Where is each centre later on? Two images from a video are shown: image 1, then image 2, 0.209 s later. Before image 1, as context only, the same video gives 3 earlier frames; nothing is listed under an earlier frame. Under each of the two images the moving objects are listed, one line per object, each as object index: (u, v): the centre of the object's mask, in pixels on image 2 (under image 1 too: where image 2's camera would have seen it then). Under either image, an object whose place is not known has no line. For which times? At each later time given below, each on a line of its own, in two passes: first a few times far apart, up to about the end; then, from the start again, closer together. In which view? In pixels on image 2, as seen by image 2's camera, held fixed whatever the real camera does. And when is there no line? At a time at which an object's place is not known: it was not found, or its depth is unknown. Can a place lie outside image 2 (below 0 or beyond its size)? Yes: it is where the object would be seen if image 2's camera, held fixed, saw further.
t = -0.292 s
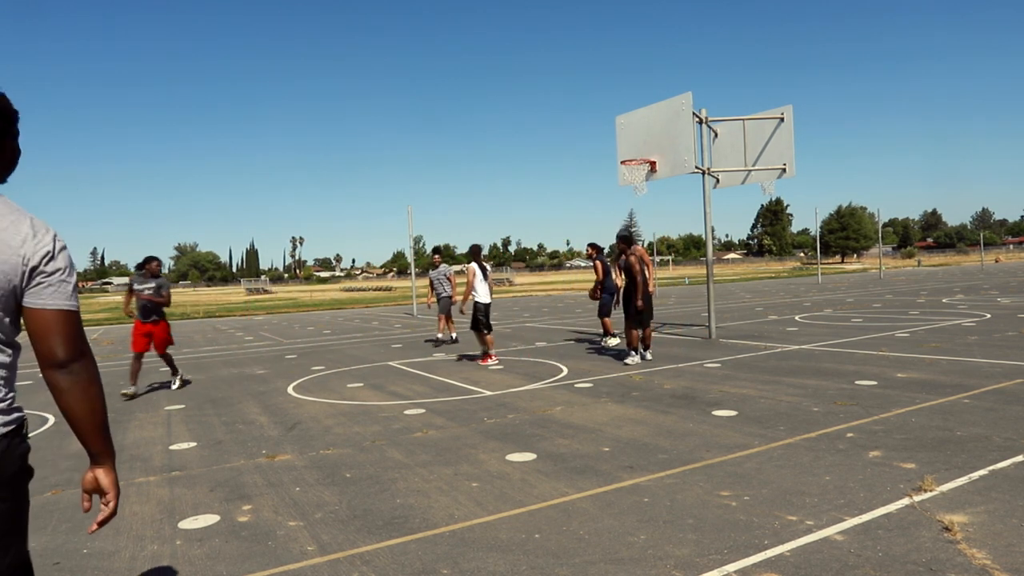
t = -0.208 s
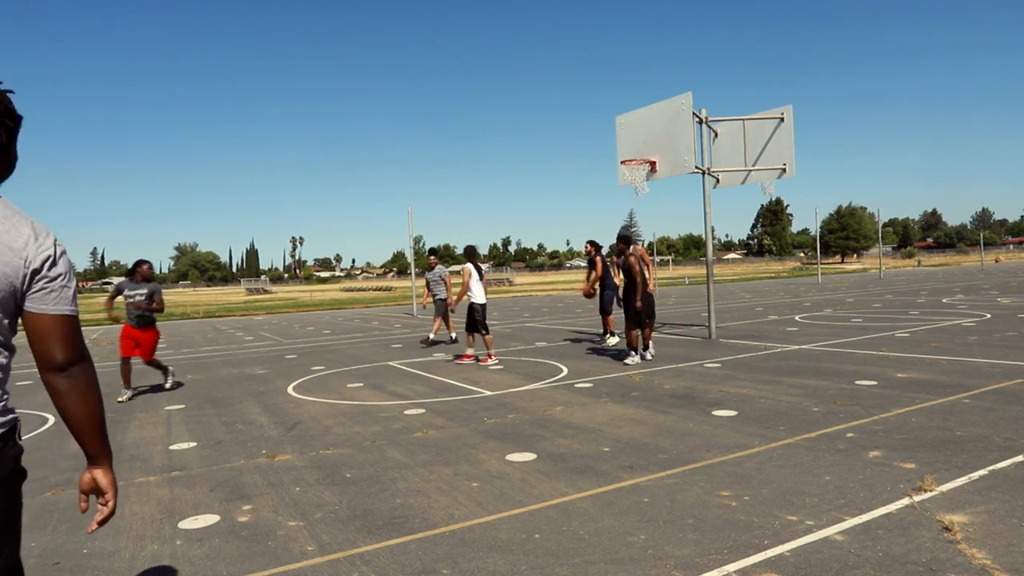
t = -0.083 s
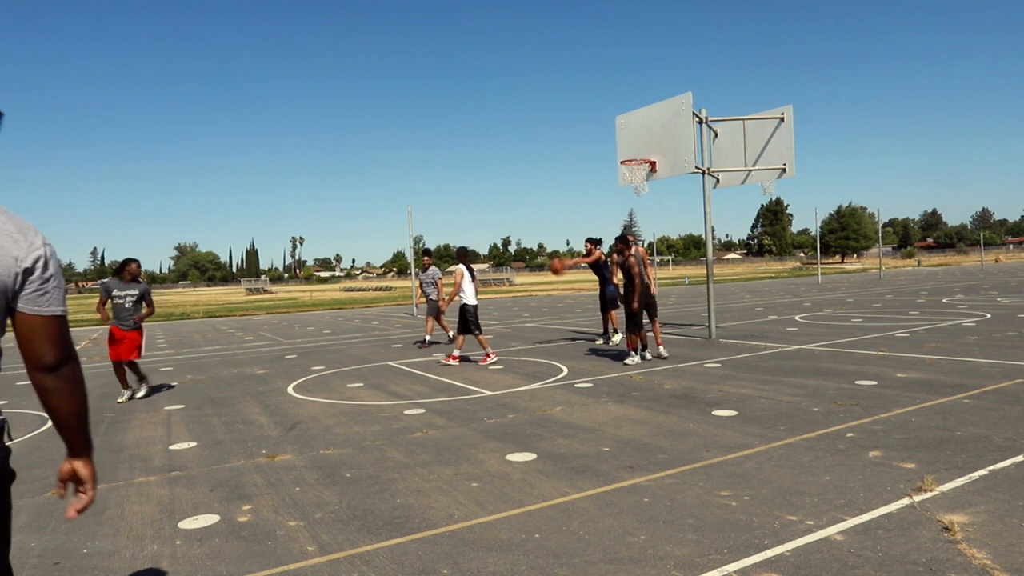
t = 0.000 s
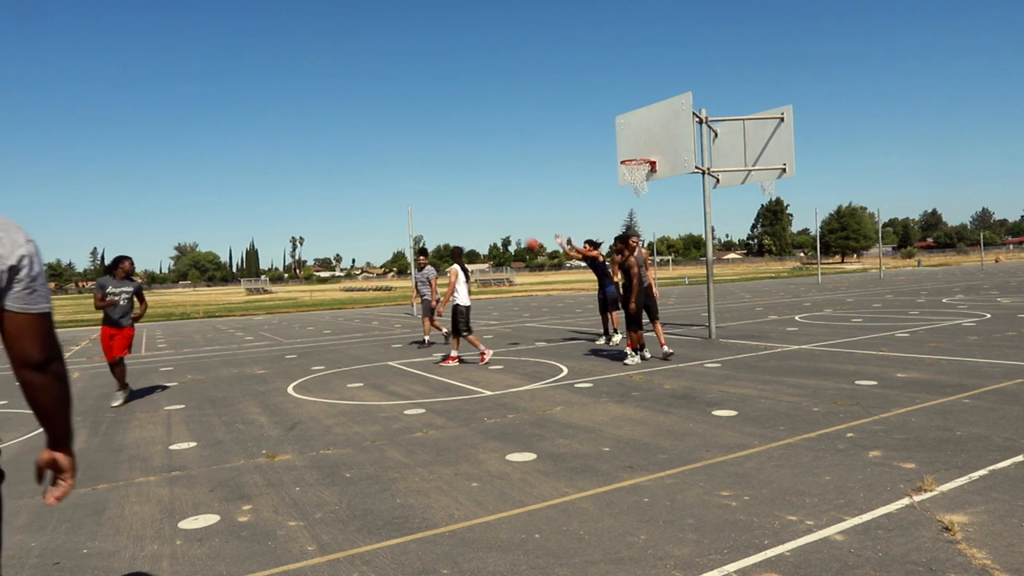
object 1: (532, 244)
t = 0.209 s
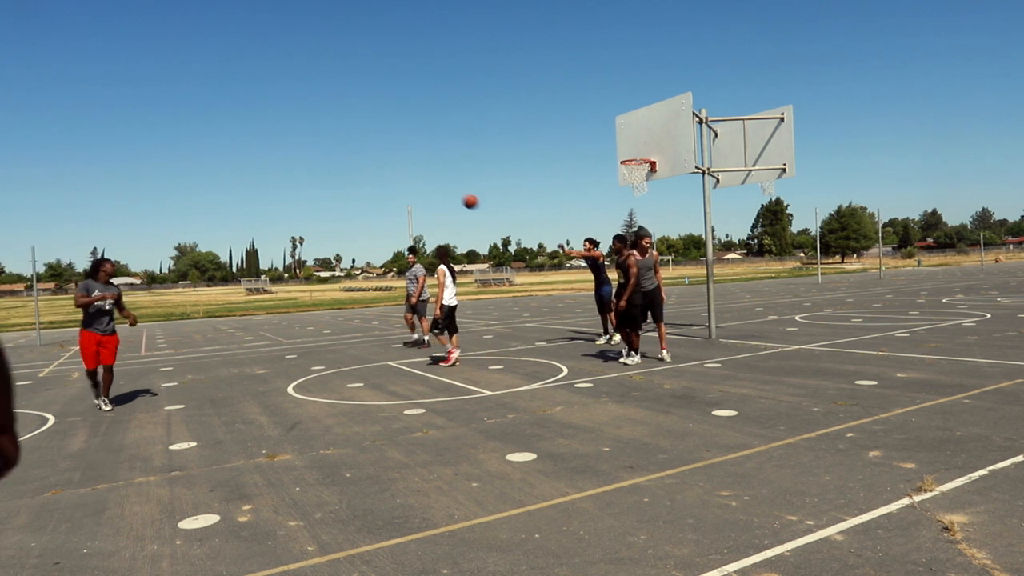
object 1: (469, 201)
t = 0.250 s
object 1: (458, 195)
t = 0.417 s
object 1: (408, 179)
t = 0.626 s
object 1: (344, 179)
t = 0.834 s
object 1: (279, 206)
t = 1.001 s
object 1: (226, 248)
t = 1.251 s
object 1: (141, 352)
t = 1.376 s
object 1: (112, 370)
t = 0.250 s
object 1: (458, 195)
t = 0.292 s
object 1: (445, 189)
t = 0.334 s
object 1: (433, 185)
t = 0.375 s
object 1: (420, 181)
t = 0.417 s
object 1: (408, 179)
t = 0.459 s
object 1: (395, 177)
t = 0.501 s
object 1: (382, 176)
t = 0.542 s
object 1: (370, 176)
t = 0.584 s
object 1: (357, 177)
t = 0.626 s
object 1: (344, 179)
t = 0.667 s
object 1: (331, 182)
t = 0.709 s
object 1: (318, 187)
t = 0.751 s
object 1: (306, 192)
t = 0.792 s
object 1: (292, 198)
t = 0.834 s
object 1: (279, 206)
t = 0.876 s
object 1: (266, 214)
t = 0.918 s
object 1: (253, 224)
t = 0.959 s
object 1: (239, 235)
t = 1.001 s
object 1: (226, 248)
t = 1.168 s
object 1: (170, 311)
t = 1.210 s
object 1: (156, 331)
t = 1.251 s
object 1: (141, 352)
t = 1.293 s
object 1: (126, 374)
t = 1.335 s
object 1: (115, 386)
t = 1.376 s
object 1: (112, 370)
